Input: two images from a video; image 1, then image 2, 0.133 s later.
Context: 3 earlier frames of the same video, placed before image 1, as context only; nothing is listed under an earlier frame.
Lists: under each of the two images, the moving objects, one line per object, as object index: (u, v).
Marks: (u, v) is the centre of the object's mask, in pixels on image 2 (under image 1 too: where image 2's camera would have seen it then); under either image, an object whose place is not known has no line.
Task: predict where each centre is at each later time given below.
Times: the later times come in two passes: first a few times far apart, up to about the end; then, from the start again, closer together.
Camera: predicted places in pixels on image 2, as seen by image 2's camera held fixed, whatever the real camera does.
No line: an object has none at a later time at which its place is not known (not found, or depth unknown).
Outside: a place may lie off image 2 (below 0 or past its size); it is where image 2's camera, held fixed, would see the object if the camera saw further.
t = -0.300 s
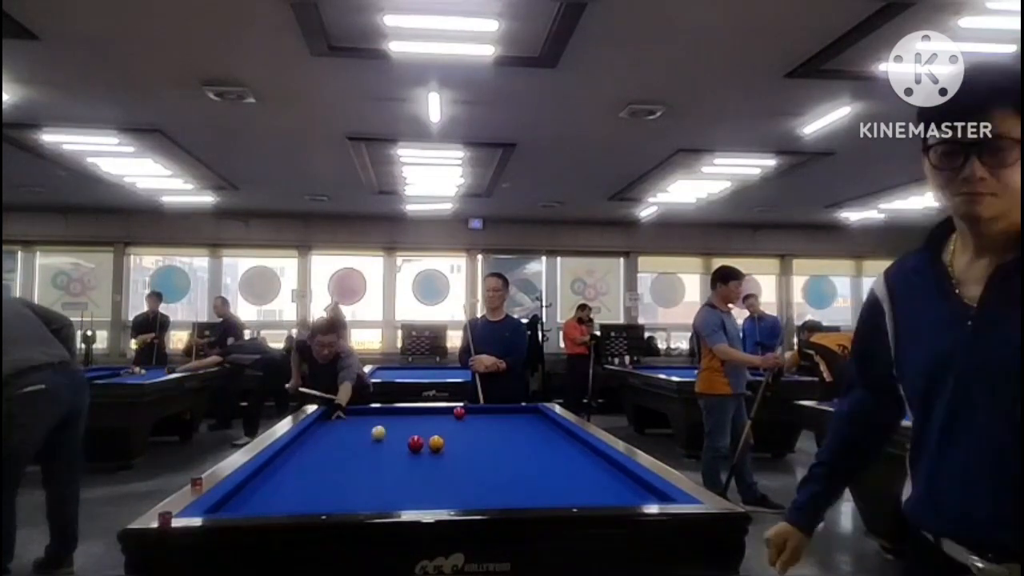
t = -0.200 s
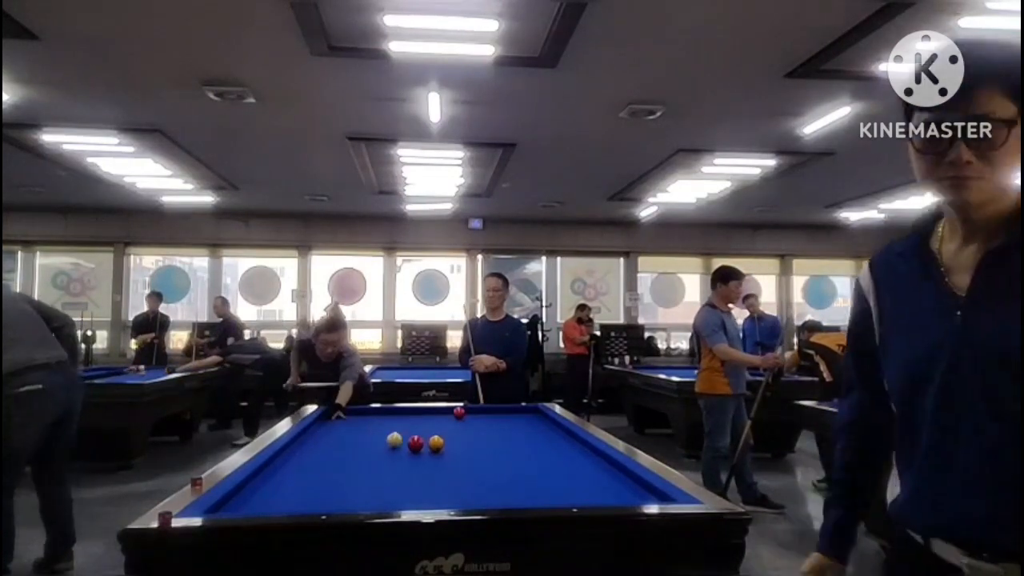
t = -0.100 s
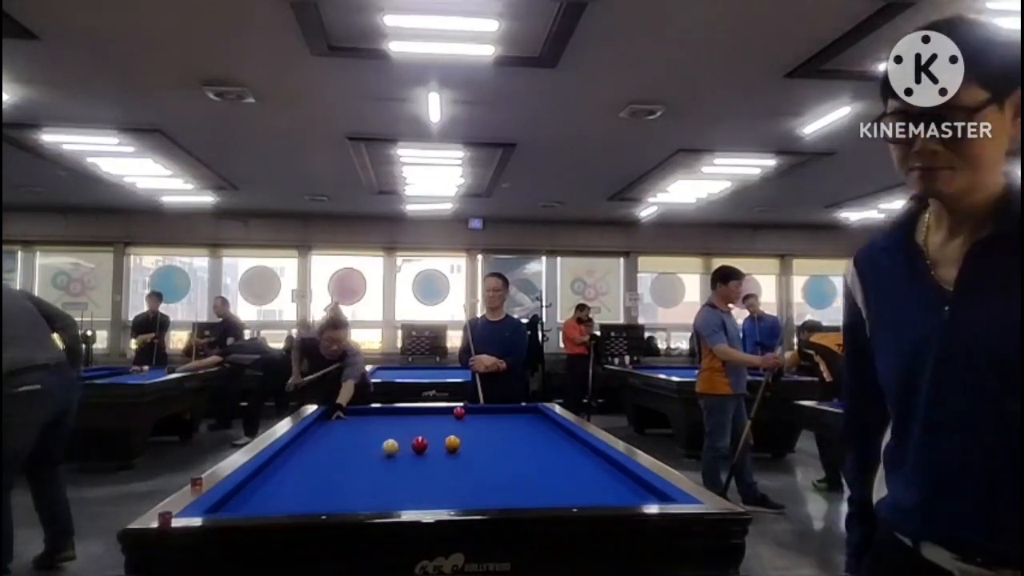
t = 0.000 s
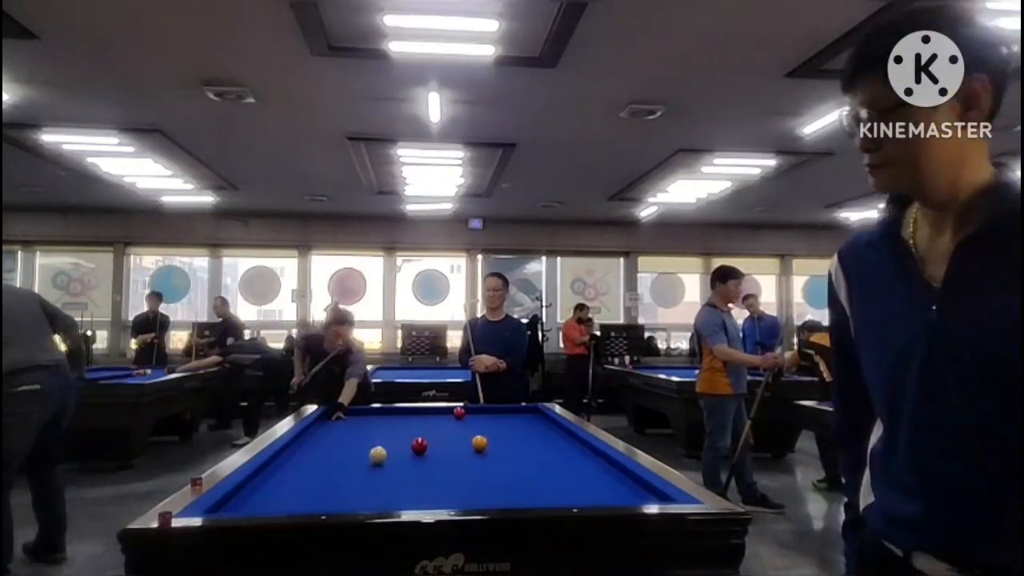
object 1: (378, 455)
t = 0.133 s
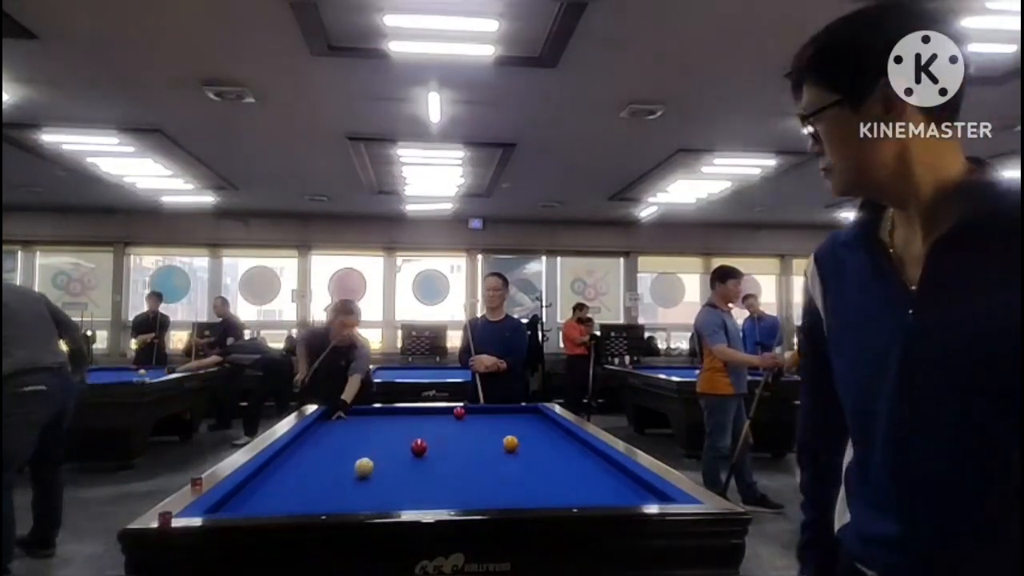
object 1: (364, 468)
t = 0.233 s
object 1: (351, 479)
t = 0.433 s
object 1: (321, 503)
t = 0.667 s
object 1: (300, 489)
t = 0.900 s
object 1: (285, 474)
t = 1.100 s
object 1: (274, 463)
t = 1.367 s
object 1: (298, 452)
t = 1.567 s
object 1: (314, 445)
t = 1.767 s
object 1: (329, 438)
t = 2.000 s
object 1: (344, 431)
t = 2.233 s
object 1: (356, 426)
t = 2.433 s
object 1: (366, 422)
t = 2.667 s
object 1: (377, 417)
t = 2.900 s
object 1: (386, 413)
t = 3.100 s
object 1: (392, 410)
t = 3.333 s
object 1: (401, 410)
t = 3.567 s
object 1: (410, 412)
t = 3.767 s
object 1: (417, 414)
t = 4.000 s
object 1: (426, 415)
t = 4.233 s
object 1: (436, 417)
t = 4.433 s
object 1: (444, 419)
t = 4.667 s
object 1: (453, 422)
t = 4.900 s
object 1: (463, 424)
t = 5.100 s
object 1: (471, 426)
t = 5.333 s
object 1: (481, 428)
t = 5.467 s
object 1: (487, 429)
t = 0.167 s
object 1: (360, 472)
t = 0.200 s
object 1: (356, 475)
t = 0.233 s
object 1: (351, 479)
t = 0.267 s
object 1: (347, 483)
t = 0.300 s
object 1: (342, 487)
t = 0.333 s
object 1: (337, 492)
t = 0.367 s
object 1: (332, 496)
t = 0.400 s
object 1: (326, 499)
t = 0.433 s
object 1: (321, 503)
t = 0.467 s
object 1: (315, 505)
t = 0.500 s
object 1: (312, 503)
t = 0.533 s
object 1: (310, 499)
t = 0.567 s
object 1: (307, 497)
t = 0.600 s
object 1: (305, 495)
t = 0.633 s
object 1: (302, 492)
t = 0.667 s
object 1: (300, 489)
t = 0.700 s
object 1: (298, 486)
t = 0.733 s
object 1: (295, 484)
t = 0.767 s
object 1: (293, 482)
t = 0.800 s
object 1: (290, 480)
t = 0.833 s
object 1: (289, 477)
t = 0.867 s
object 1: (287, 476)
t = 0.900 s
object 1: (285, 474)
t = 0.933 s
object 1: (283, 472)
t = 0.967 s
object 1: (281, 470)
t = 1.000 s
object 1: (279, 468)
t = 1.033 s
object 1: (277, 466)
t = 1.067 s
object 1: (276, 464)
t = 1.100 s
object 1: (274, 463)
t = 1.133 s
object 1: (276, 461)
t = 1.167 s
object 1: (280, 460)
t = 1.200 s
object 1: (283, 458)
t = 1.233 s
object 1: (286, 457)
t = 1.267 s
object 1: (289, 455)
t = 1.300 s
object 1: (292, 454)
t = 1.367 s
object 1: (298, 452)
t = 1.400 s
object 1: (301, 450)
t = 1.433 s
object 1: (304, 449)
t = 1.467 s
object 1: (306, 448)
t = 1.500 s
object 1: (309, 447)
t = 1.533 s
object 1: (312, 446)
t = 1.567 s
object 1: (314, 445)
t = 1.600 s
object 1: (317, 444)
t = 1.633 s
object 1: (319, 442)
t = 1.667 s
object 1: (322, 441)
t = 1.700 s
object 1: (324, 440)
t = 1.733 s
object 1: (326, 439)
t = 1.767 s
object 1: (329, 438)
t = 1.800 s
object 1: (331, 437)
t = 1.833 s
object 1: (333, 436)
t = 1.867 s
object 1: (335, 435)
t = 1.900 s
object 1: (337, 434)
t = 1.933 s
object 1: (339, 433)
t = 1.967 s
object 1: (341, 432)
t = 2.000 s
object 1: (344, 431)
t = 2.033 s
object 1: (345, 431)
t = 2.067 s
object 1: (347, 430)
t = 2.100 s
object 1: (349, 429)
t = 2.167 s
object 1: (353, 428)
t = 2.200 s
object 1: (354, 427)
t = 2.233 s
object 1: (356, 426)
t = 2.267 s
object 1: (358, 426)
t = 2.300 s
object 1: (359, 424)
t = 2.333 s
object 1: (361, 424)
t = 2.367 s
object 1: (363, 423)
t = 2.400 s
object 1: (364, 423)
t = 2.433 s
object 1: (366, 422)
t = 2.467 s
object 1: (368, 421)
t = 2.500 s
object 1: (369, 420)
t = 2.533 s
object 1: (371, 419)
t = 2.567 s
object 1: (372, 419)
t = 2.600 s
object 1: (374, 418)
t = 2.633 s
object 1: (375, 418)
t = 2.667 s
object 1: (377, 417)
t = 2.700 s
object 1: (378, 417)
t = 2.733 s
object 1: (379, 416)
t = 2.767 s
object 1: (380, 415)
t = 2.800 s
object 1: (382, 415)
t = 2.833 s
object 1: (383, 414)
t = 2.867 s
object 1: (384, 414)
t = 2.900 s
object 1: (386, 413)
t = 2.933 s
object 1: (387, 412)
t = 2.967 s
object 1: (388, 412)
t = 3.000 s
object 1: (389, 411)
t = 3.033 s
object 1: (390, 411)
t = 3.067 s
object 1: (391, 410)
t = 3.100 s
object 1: (392, 410)
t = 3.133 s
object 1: (394, 410)
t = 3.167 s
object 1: (395, 409)
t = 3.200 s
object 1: (396, 409)
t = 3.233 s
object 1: (397, 410)
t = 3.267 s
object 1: (399, 409)
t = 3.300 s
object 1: (400, 410)
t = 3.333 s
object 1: (401, 410)
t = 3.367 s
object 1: (402, 411)
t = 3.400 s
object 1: (403, 411)
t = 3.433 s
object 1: (405, 411)
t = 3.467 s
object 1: (406, 411)
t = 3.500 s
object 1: (408, 411)
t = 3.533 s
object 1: (409, 412)
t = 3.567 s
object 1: (410, 412)
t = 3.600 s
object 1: (411, 412)
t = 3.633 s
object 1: (413, 412)
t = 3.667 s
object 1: (414, 413)
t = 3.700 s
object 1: (415, 413)
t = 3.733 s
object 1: (416, 413)
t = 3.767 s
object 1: (417, 414)
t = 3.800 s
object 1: (419, 414)
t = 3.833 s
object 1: (420, 414)
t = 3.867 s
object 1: (421, 414)
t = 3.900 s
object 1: (422, 415)
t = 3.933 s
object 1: (424, 415)
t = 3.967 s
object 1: (425, 415)
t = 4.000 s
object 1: (426, 415)
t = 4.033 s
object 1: (428, 416)
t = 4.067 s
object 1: (429, 416)
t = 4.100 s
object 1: (430, 416)
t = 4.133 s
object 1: (432, 417)
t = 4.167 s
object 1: (433, 417)
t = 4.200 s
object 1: (434, 417)
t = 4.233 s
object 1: (436, 417)
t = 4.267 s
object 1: (437, 418)
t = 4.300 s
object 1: (438, 418)
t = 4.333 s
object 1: (440, 418)
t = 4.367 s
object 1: (441, 419)
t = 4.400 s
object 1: (442, 419)
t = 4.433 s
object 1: (444, 419)
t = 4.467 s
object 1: (445, 420)
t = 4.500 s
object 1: (446, 420)
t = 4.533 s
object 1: (448, 420)
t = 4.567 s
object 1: (449, 421)
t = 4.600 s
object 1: (450, 421)
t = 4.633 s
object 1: (452, 421)
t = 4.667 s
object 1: (453, 422)
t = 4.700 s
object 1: (455, 422)
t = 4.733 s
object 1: (456, 423)
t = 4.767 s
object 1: (457, 423)
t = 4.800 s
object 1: (458, 423)
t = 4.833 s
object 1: (460, 424)
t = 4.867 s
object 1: (461, 424)
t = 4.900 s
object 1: (463, 424)
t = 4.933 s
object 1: (464, 424)
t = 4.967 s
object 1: (465, 424)
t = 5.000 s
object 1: (467, 425)
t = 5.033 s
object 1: (468, 425)
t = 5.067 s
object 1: (470, 426)
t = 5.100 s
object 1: (471, 426)
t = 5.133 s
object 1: (473, 426)
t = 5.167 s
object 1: (474, 426)
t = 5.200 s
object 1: (476, 427)
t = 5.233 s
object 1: (477, 427)
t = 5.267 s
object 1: (478, 428)
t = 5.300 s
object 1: (480, 428)
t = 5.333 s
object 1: (481, 428)
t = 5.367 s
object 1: (483, 428)
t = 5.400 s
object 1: (484, 429)
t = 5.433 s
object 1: (485, 429)
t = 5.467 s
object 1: (487, 429)
